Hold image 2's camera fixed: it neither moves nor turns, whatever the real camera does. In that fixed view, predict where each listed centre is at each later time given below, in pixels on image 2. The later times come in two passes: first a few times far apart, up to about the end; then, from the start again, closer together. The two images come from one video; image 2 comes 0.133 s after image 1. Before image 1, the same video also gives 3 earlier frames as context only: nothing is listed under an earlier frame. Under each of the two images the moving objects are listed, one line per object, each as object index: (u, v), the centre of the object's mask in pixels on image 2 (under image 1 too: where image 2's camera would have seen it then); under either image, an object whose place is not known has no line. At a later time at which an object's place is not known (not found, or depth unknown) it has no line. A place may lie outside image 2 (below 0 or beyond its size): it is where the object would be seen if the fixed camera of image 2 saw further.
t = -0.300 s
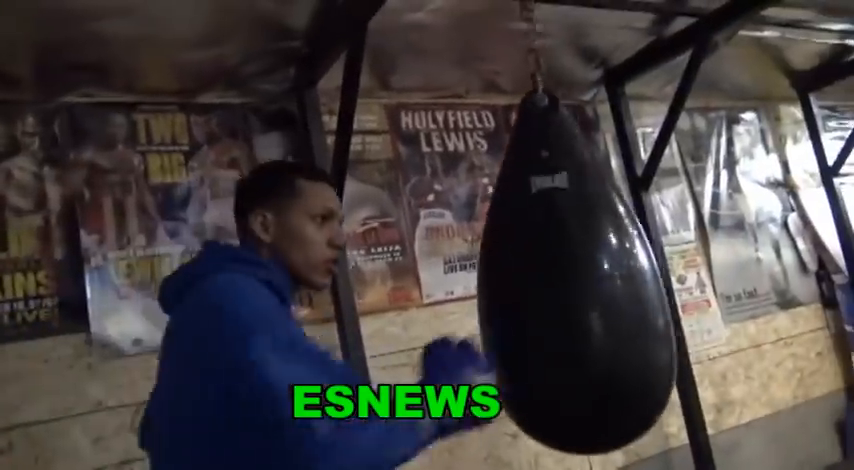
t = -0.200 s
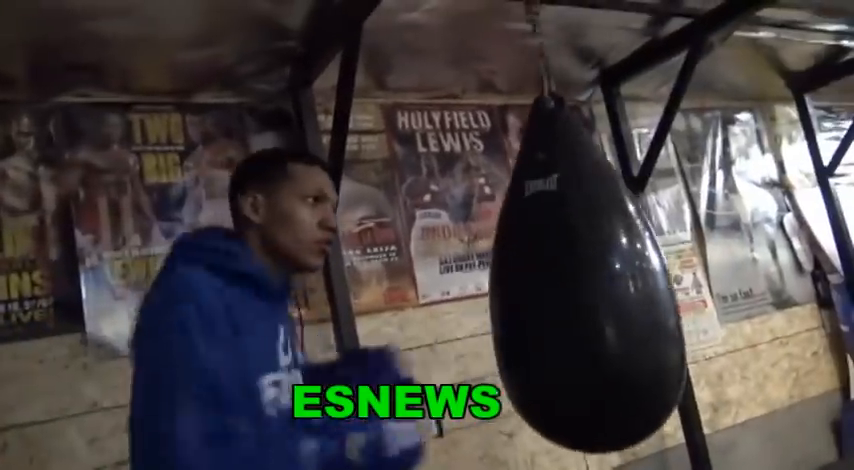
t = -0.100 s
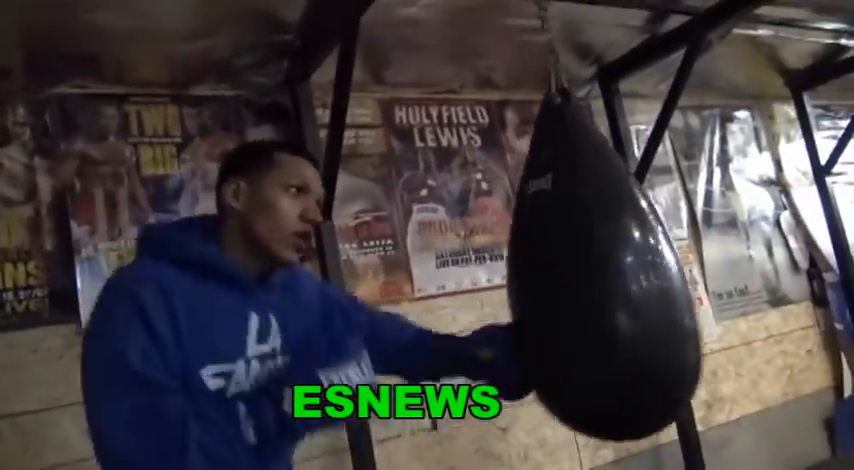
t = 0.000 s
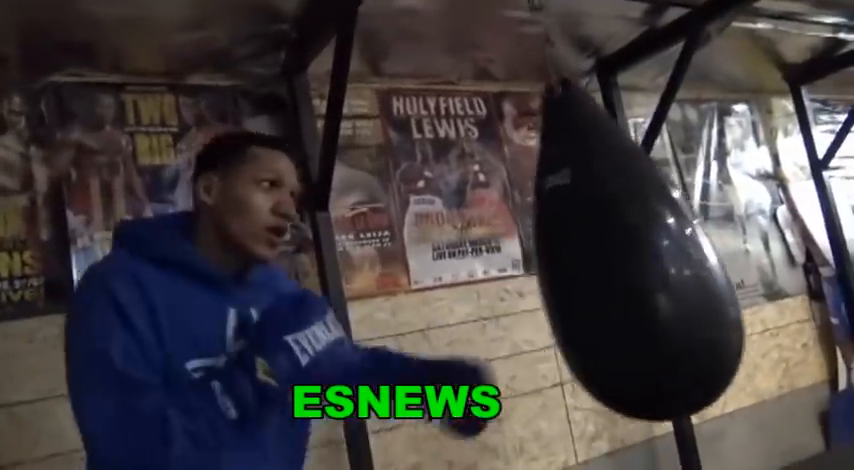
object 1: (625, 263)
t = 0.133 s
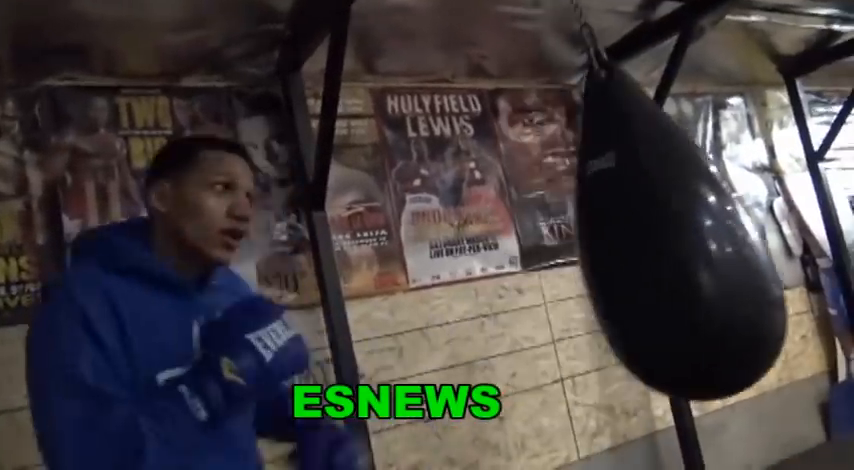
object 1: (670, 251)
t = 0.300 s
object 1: (706, 239)
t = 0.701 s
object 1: (692, 237)
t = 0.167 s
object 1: (680, 250)
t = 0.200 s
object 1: (688, 247)
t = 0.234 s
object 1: (694, 243)
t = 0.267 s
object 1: (699, 239)
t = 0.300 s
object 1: (706, 239)
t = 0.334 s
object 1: (709, 237)
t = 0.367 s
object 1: (710, 232)
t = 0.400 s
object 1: (717, 235)
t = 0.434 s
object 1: (719, 234)
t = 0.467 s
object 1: (719, 234)
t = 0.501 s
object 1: (715, 229)
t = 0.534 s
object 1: (713, 232)
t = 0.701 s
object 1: (692, 237)
